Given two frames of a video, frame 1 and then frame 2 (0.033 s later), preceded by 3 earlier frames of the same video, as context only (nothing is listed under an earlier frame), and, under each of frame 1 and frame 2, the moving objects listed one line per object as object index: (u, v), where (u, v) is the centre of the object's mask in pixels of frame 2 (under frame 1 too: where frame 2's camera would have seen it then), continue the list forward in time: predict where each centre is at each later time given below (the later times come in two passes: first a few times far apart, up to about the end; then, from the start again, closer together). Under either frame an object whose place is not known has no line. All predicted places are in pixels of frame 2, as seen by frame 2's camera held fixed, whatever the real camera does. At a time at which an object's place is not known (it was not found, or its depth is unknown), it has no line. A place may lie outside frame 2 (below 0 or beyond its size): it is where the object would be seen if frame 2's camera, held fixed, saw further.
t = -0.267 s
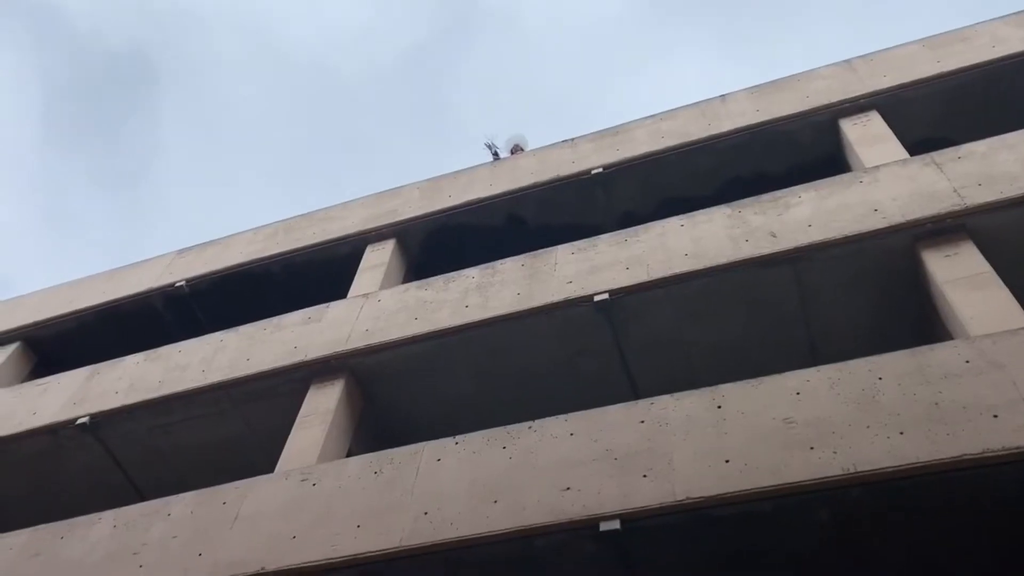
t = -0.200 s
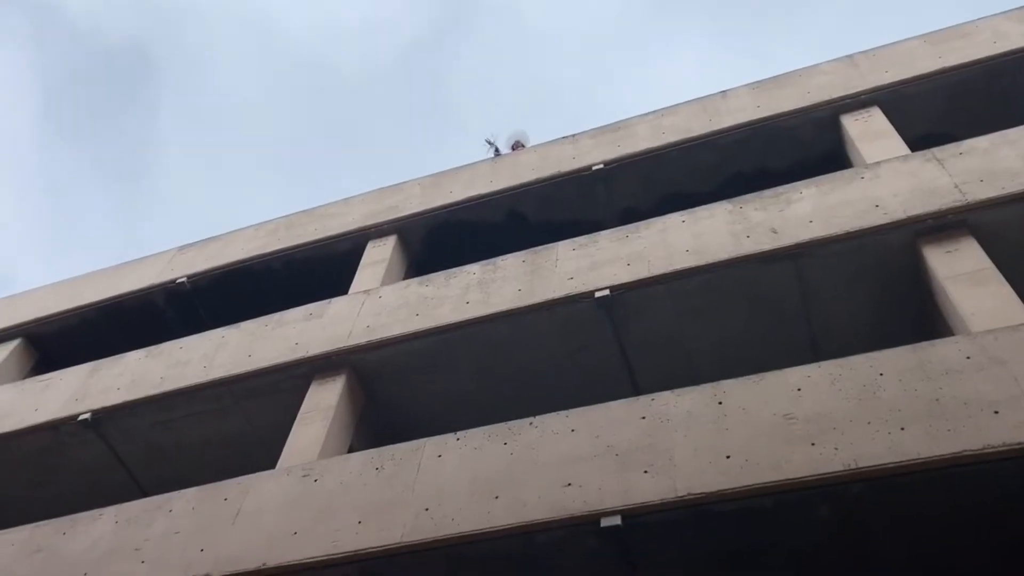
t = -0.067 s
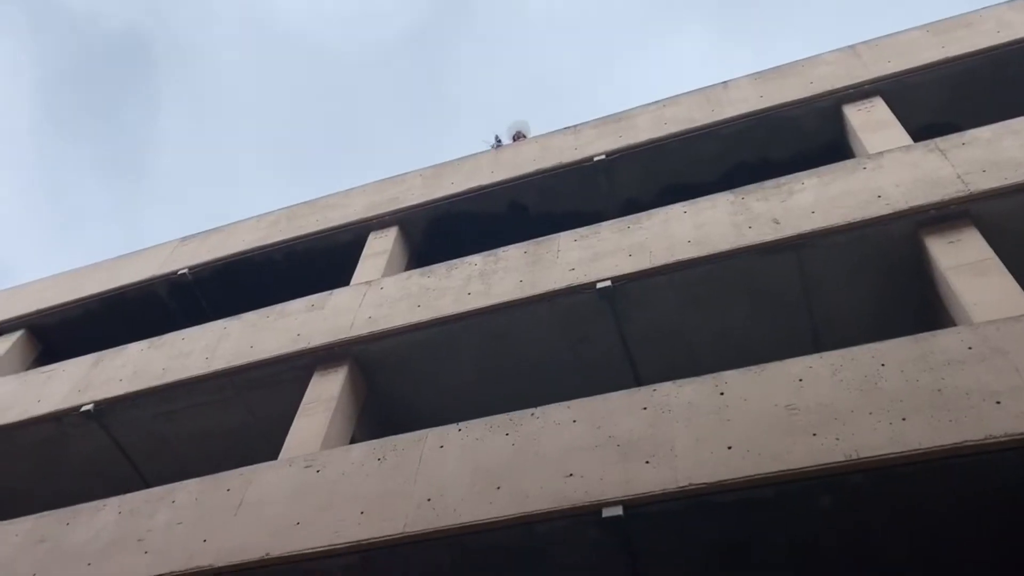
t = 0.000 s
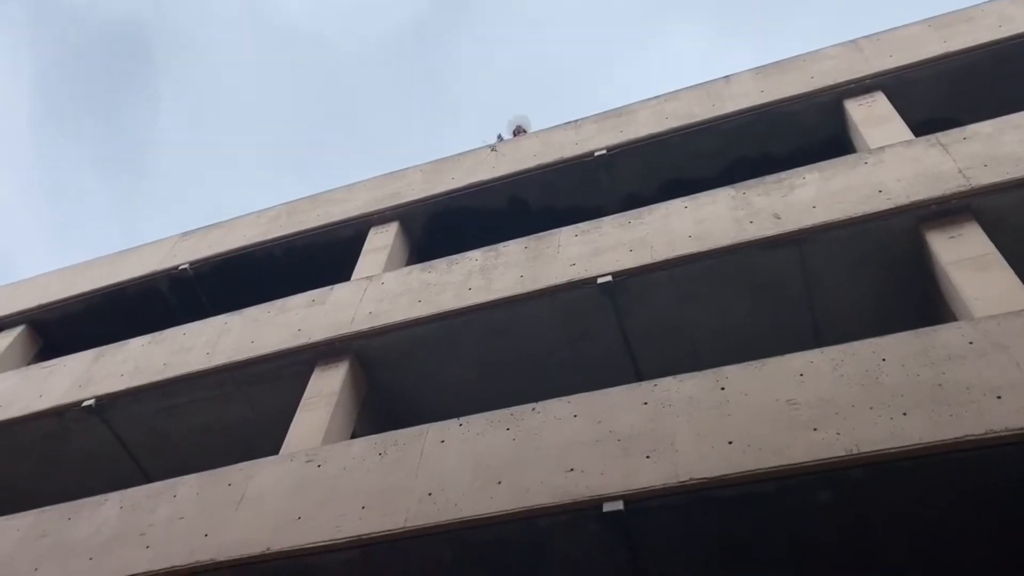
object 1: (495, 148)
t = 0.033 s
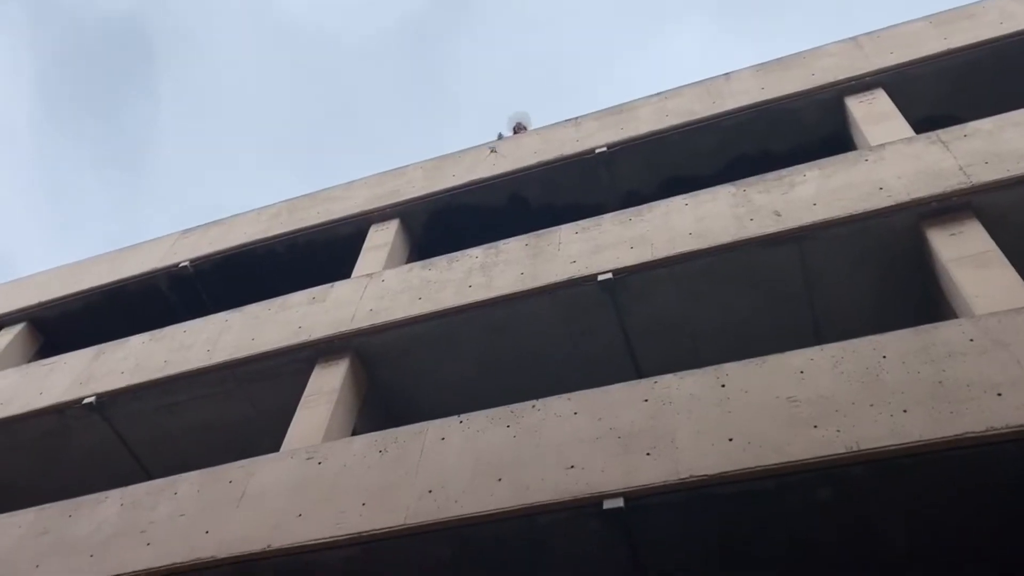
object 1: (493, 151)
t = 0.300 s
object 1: (479, 192)
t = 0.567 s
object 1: (450, 252)
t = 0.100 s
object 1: (490, 160)
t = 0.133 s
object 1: (489, 163)
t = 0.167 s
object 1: (487, 169)
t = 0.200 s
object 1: (486, 173)
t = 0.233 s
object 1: (483, 182)
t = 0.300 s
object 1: (479, 192)
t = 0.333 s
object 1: (476, 198)
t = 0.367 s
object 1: (474, 204)
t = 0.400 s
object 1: (471, 210)
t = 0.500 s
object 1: (460, 234)
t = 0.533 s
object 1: (457, 242)
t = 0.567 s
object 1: (450, 252)
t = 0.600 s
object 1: (448, 265)
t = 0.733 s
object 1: (432, 321)
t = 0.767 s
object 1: (427, 333)
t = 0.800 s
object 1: (422, 348)
